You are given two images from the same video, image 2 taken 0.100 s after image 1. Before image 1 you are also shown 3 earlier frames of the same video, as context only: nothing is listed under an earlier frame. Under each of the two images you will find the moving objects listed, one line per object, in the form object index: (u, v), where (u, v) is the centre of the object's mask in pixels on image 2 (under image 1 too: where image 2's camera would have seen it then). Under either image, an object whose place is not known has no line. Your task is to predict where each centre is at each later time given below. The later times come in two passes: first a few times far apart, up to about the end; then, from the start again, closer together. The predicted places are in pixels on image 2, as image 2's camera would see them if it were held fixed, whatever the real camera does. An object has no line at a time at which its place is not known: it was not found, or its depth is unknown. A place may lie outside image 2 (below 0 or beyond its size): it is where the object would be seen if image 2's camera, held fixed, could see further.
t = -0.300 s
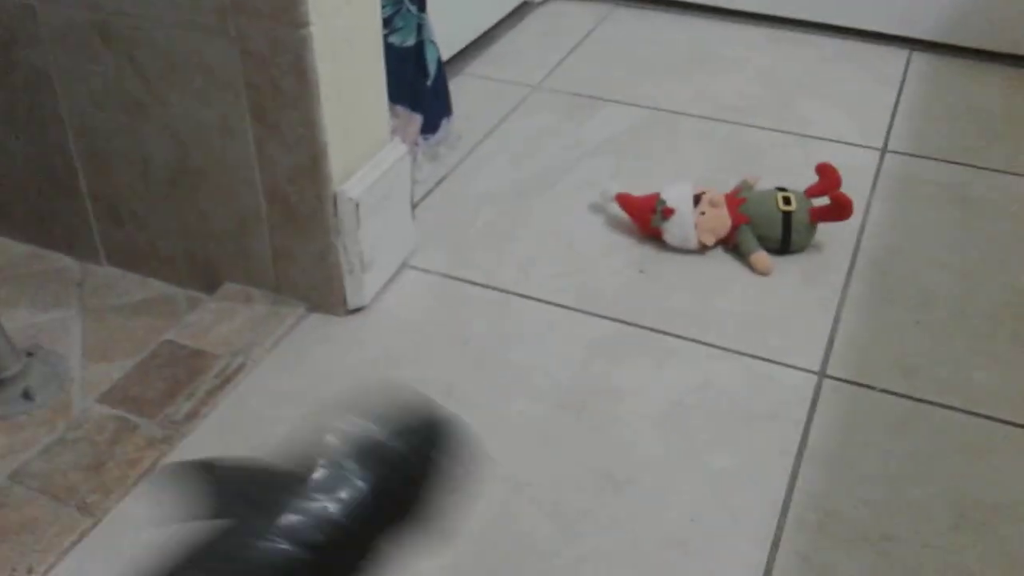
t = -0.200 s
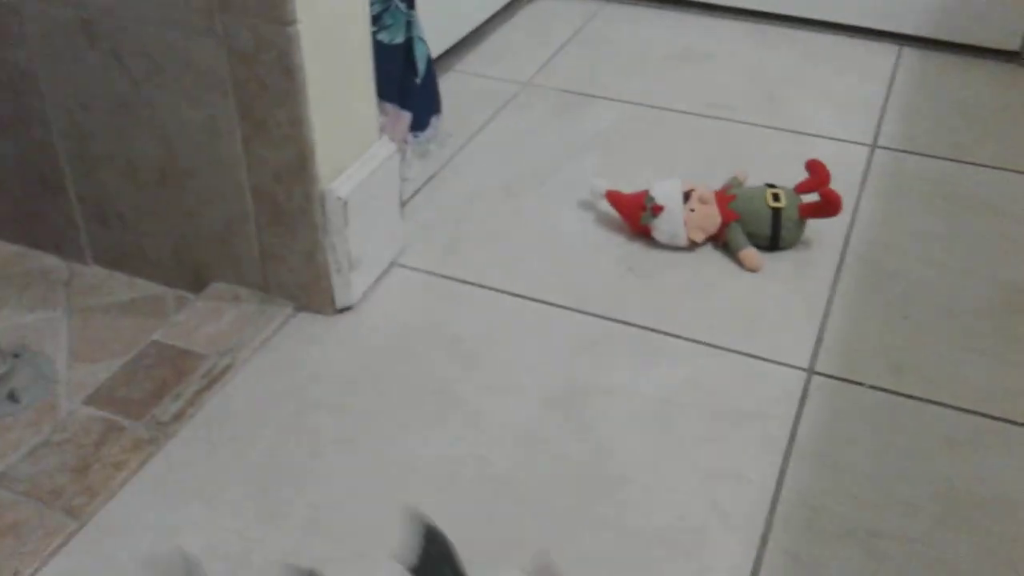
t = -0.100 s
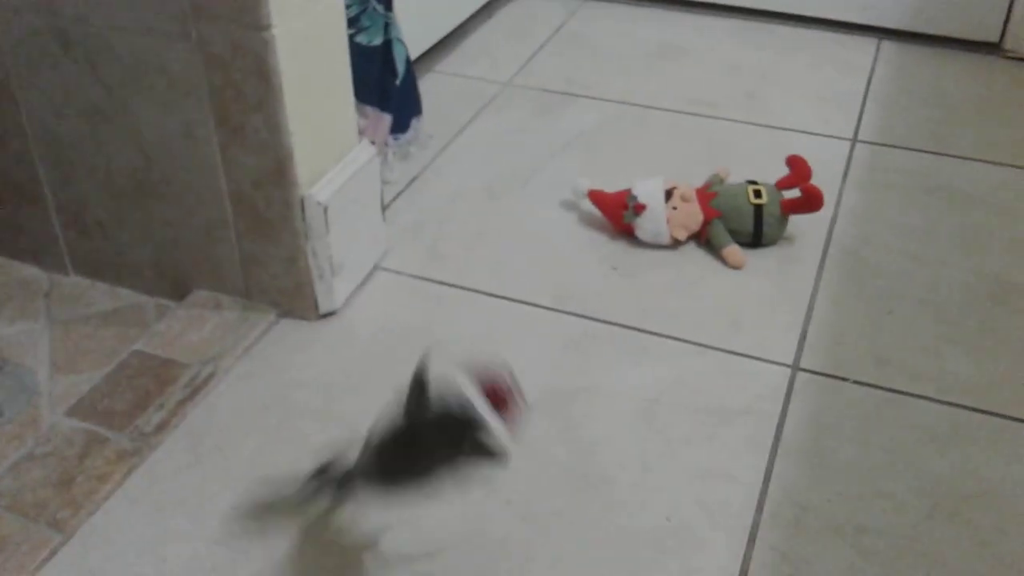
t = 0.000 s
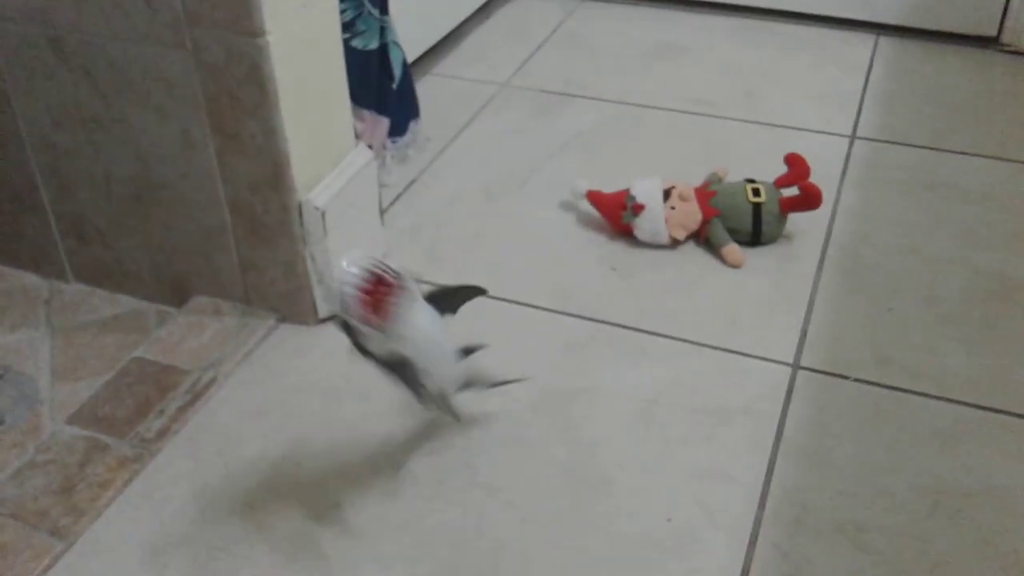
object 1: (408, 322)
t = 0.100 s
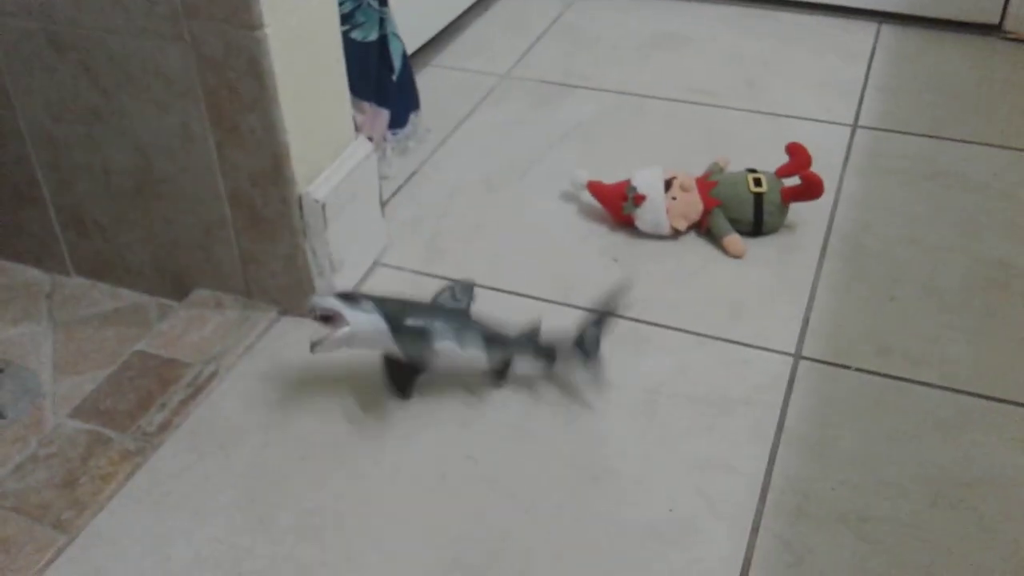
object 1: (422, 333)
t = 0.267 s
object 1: (456, 263)
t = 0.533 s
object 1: (518, 284)
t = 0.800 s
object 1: (518, 284)
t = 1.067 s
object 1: (518, 284)
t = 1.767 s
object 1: (518, 284)
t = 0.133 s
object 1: (422, 320)
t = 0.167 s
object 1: (437, 296)
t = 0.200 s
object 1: (445, 272)
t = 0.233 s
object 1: (450, 264)
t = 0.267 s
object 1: (456, 263)
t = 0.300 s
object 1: (462, 264)
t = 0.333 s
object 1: (476, 270)
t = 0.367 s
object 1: (489, 282)
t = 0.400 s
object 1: (498, 281)
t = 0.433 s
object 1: (506, 282)
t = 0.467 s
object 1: (512, 285)
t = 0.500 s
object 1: (516, 283)
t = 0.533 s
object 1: (518, 284)
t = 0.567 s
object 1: (518, 284)
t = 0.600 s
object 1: (518, 284)
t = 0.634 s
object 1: (518, 284)
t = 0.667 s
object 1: (518, 284)
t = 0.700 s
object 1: (518, 284)
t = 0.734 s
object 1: (518, 284)
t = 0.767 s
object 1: (518, 284)
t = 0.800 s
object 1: (518, 284)
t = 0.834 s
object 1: (518, 284)
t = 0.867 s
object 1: (518, 284)
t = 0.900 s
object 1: (518, 284)
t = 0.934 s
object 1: (518, 284)
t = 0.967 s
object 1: (518, 284)
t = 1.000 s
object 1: (518, 284)
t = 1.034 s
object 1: (518, 284)
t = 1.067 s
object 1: (518, 284)
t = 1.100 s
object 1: (518, 284)
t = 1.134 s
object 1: (518, 284)
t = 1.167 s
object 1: (518, 284)
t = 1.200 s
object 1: (518, 284)
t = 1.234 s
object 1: (518, 284)
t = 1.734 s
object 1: (518, 284)
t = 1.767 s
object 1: (518, 284)
